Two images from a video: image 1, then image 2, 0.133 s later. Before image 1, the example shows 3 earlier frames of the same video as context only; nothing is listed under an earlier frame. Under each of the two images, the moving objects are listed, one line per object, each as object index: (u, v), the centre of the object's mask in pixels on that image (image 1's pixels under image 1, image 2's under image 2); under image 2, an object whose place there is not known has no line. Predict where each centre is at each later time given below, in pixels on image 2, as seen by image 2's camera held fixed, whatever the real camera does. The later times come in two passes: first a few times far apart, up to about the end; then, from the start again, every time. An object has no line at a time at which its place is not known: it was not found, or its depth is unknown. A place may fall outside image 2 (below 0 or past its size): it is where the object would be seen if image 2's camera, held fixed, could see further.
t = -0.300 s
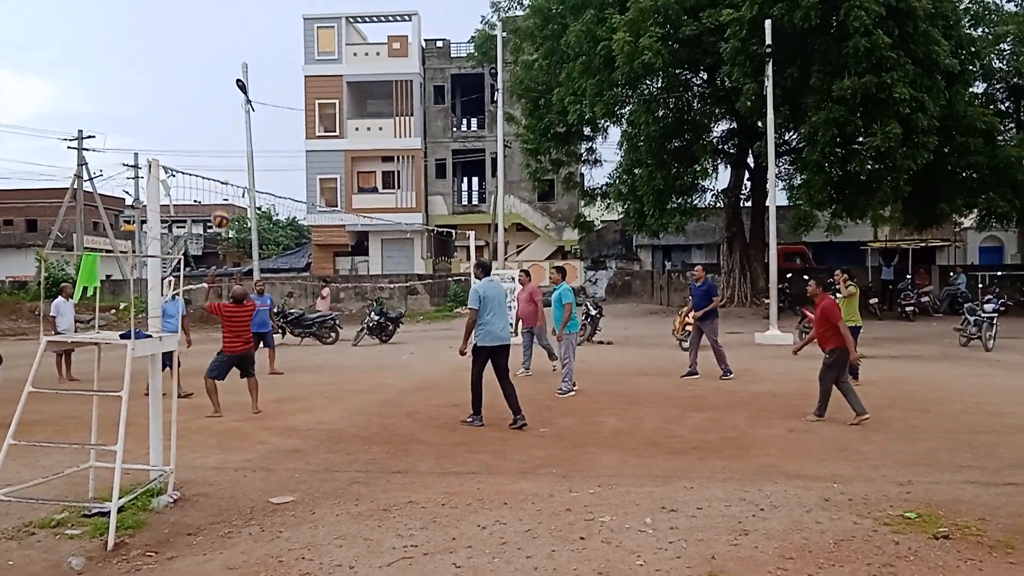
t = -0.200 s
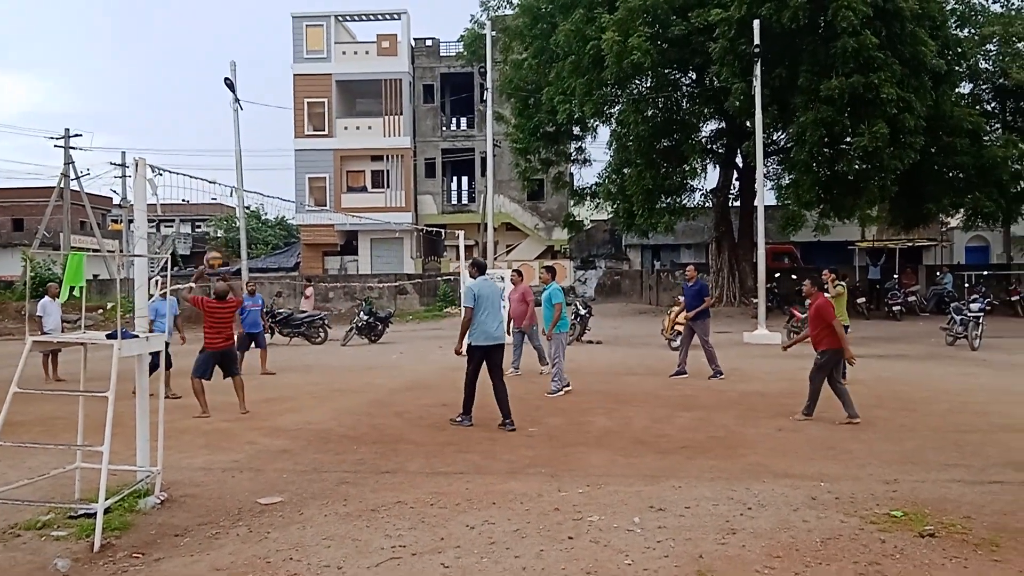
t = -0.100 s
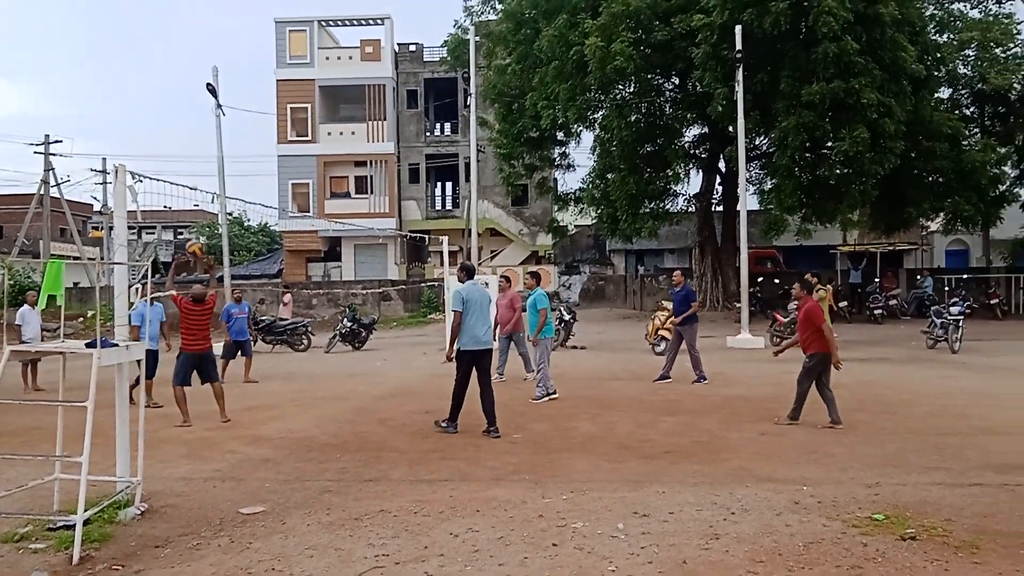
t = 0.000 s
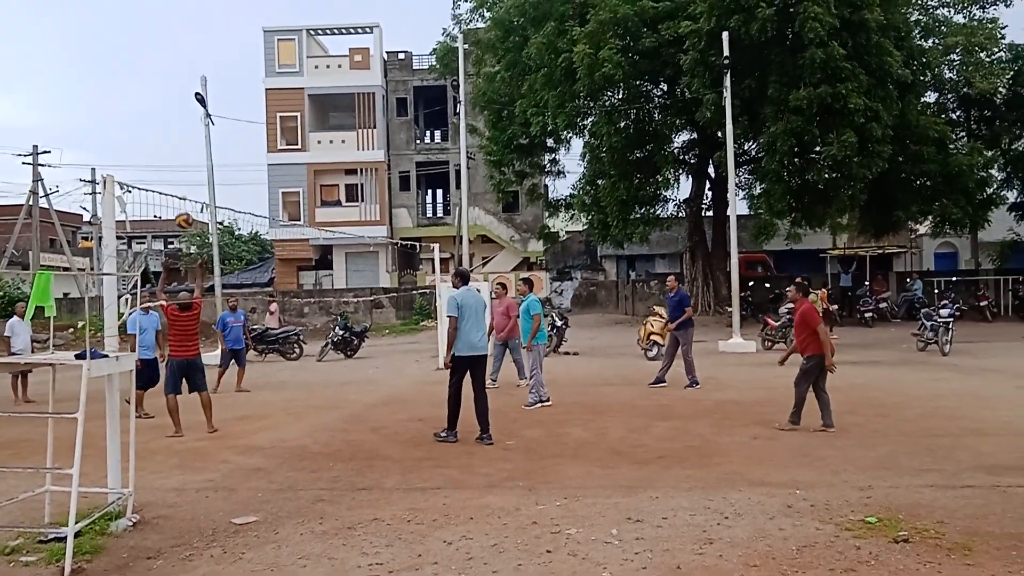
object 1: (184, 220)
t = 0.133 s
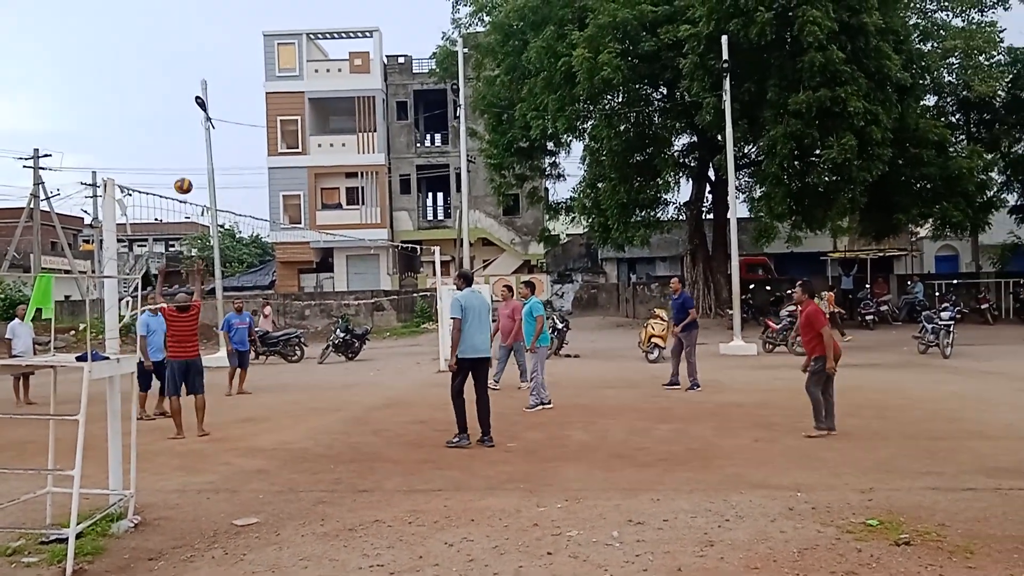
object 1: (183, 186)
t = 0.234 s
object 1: (182, 167)
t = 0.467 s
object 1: (180, 155)
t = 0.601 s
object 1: (178, 166)
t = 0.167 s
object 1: (183, 179)
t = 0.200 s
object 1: (183, 172)
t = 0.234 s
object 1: (182, 167)
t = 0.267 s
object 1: (182, 163)
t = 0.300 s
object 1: (182, 159)
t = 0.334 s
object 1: (182, 156)
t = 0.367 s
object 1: (182, 155)
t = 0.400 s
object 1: (181, 154)
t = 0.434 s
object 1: (181, 154)
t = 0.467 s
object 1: (180, 155)
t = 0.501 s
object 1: (180, 156)
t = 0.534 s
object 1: (179, 159)
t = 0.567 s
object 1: (179, 162)
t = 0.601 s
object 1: (178, 166)
